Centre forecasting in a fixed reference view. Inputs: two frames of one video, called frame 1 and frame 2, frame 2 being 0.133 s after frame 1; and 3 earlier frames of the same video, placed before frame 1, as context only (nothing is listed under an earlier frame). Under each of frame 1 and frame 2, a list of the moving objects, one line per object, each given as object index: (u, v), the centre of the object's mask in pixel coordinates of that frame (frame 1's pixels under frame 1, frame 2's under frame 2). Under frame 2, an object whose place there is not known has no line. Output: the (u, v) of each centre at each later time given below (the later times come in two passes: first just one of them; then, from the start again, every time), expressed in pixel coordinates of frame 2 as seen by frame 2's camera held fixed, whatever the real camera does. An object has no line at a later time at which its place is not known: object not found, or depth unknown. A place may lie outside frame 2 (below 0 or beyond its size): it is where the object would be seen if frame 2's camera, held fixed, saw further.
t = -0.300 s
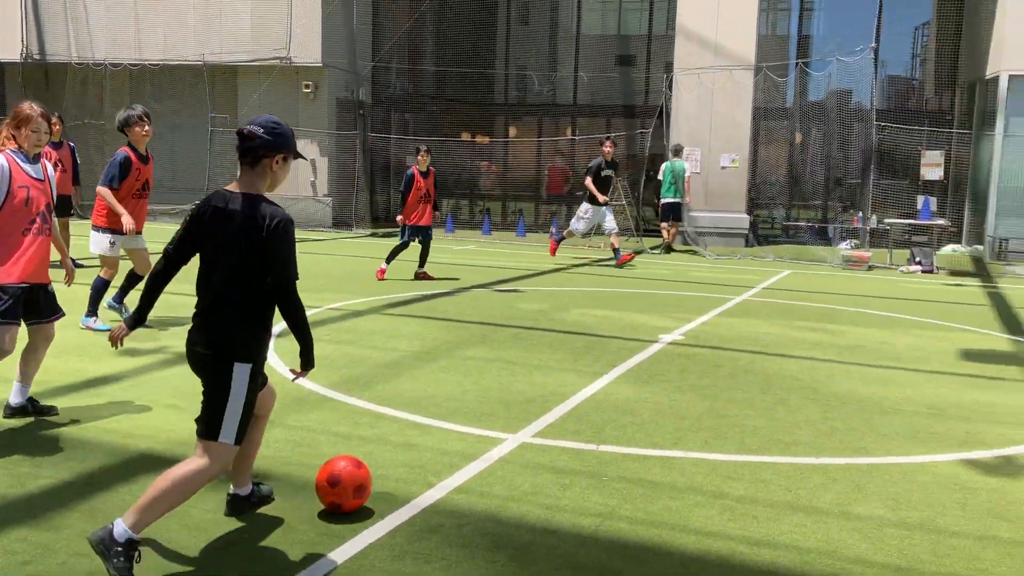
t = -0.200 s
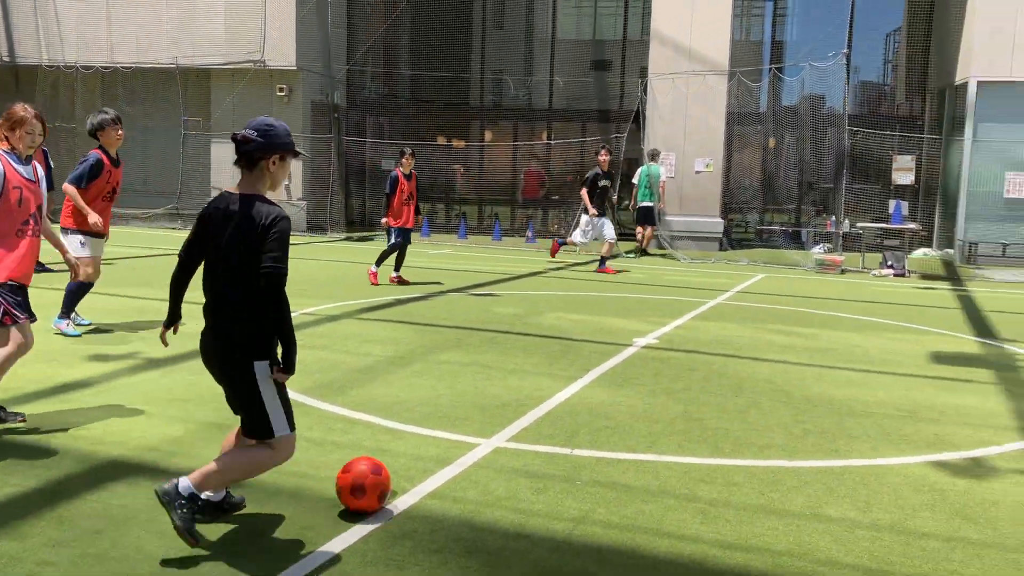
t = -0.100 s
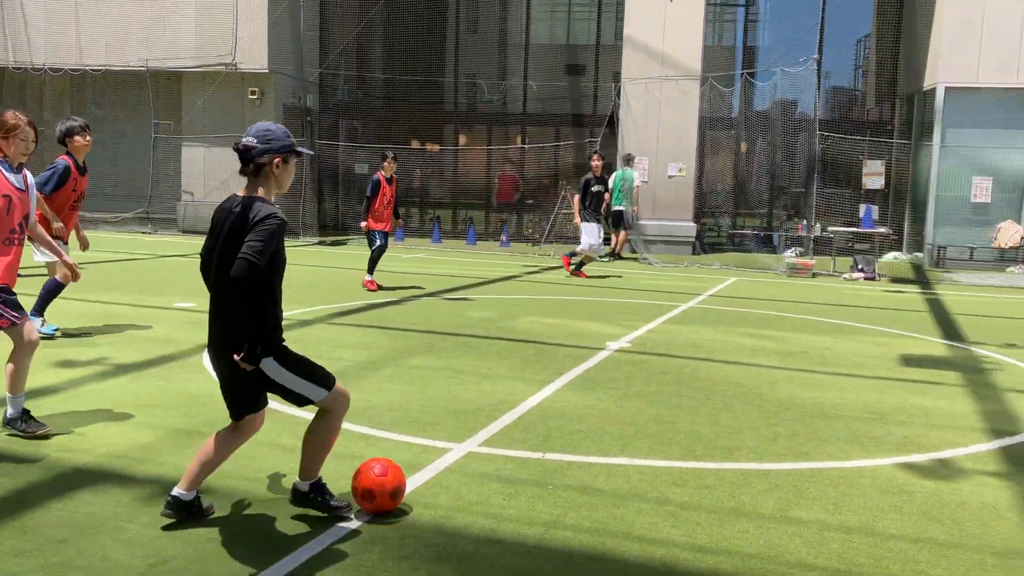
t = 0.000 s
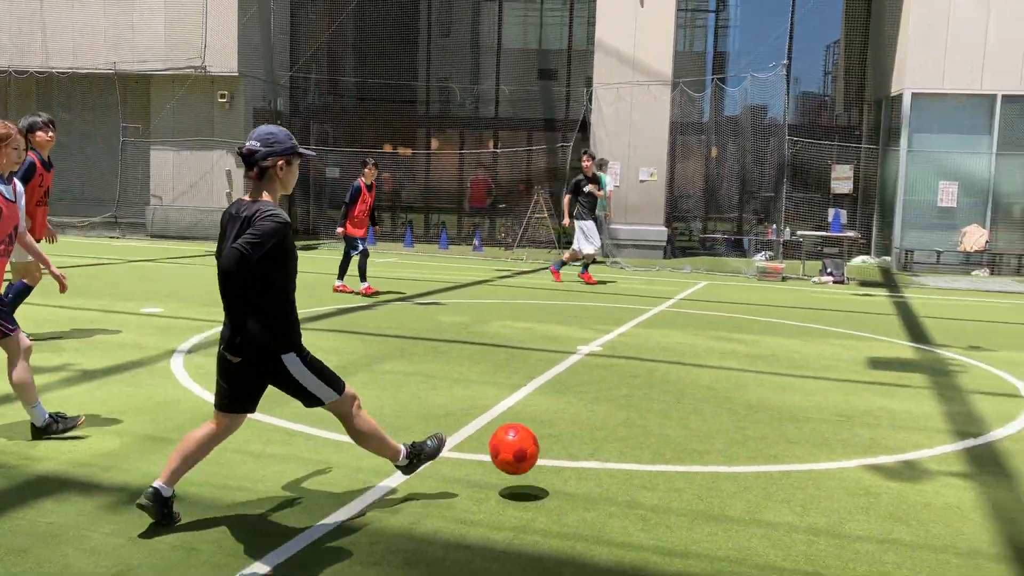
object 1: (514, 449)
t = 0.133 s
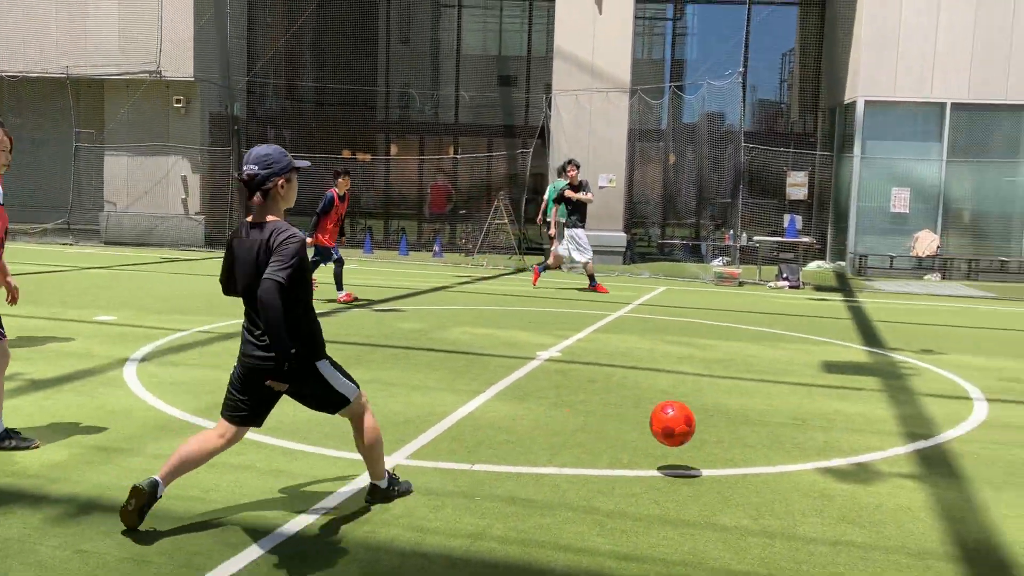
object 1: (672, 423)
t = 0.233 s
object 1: (795, 427)
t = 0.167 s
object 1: (716, 422)
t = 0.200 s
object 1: (757, 424)
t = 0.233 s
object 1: (795, 427)
